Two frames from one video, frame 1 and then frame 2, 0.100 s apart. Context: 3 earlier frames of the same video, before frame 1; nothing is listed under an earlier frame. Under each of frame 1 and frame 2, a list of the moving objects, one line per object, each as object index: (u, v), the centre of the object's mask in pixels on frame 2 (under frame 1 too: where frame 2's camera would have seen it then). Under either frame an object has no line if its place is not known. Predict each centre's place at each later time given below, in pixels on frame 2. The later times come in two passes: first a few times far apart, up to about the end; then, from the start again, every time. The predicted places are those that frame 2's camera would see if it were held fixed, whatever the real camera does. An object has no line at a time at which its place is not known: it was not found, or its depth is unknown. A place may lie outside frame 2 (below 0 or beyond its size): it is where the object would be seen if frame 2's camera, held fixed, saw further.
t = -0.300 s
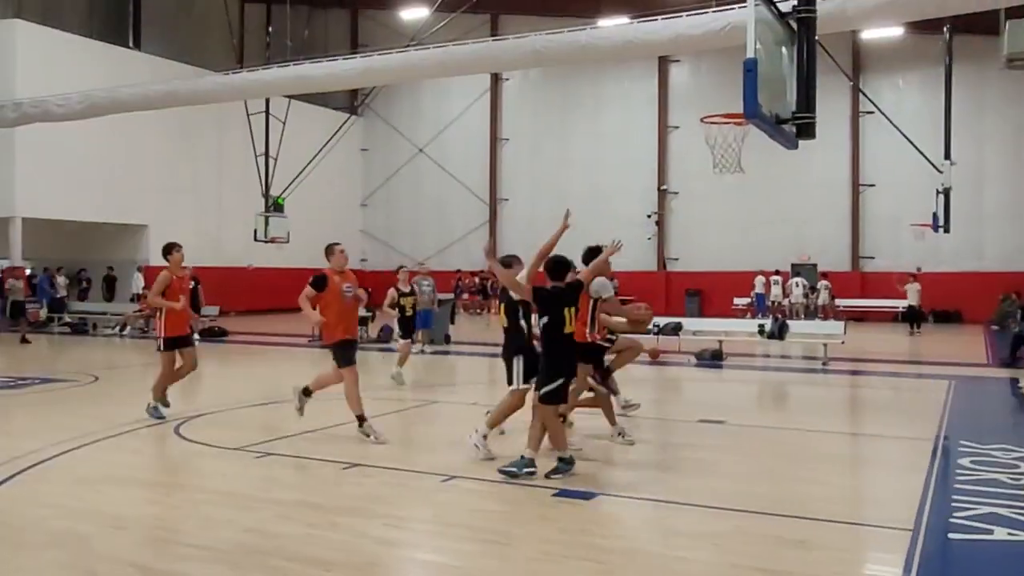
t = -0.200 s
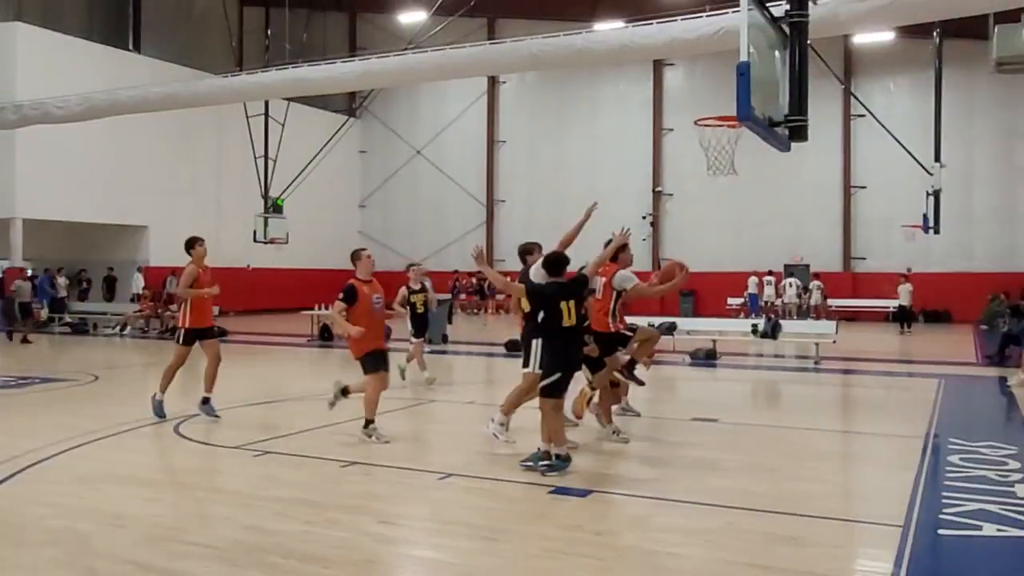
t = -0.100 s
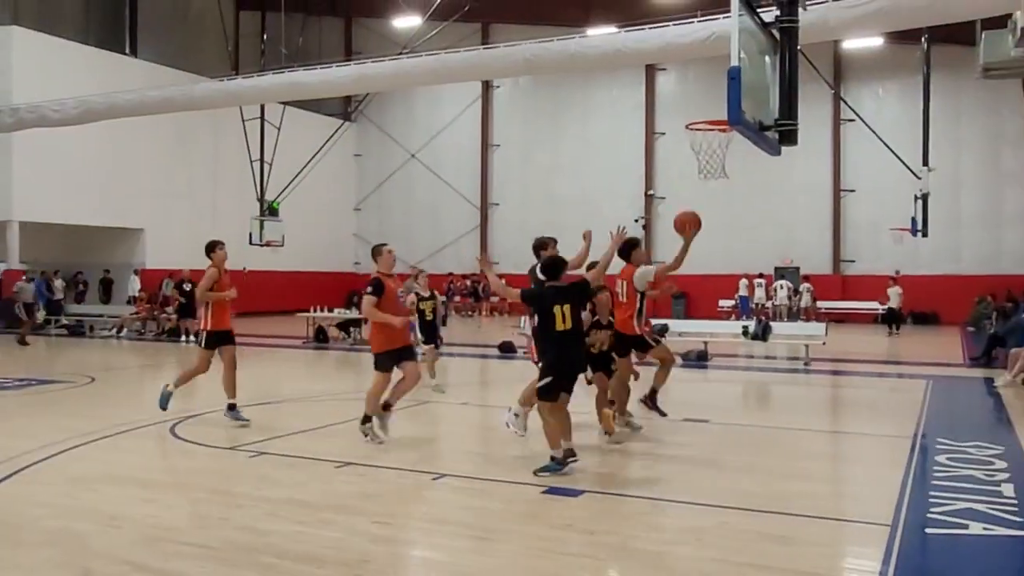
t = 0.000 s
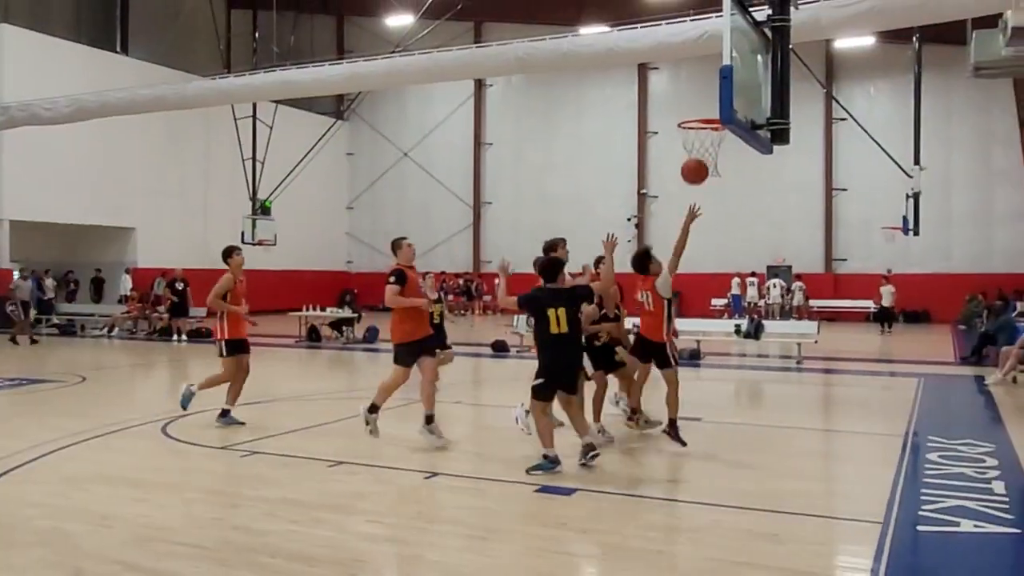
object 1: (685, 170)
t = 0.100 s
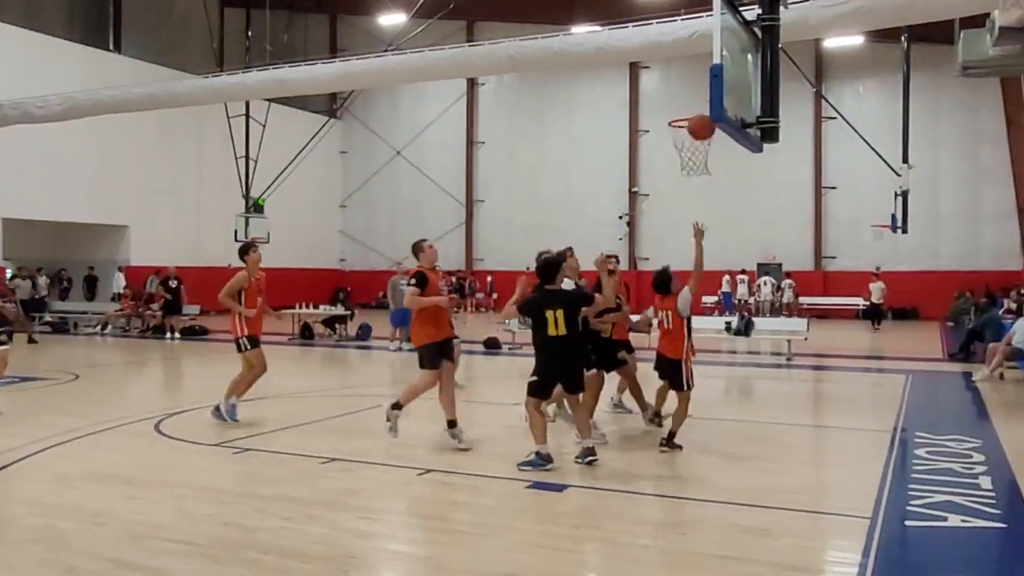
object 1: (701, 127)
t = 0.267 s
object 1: (700, 94)
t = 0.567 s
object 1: (684, 118)
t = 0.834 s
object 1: (698, 172)
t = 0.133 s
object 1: (702, 116)
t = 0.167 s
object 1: (704, 106)
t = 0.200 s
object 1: (703, 101)
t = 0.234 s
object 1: (702, 97)
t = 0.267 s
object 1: (700, 94)
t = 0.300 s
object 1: (699, 93)
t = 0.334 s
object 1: (697, 93)
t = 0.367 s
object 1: (696, 94)
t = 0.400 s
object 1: (693, 96)
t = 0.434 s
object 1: (690, 99)
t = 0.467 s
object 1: (687, 104)
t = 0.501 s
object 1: (684, 108)
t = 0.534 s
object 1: (682, 115)
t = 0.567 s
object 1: (684, 118)
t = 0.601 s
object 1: (686, 122)
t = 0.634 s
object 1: (687, 127)
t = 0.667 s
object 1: (689, 133)
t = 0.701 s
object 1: (691, 141)
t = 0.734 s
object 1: (693, 149)
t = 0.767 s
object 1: (695, 157)
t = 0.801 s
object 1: (696, 164)
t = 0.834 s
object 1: (698, 172)
